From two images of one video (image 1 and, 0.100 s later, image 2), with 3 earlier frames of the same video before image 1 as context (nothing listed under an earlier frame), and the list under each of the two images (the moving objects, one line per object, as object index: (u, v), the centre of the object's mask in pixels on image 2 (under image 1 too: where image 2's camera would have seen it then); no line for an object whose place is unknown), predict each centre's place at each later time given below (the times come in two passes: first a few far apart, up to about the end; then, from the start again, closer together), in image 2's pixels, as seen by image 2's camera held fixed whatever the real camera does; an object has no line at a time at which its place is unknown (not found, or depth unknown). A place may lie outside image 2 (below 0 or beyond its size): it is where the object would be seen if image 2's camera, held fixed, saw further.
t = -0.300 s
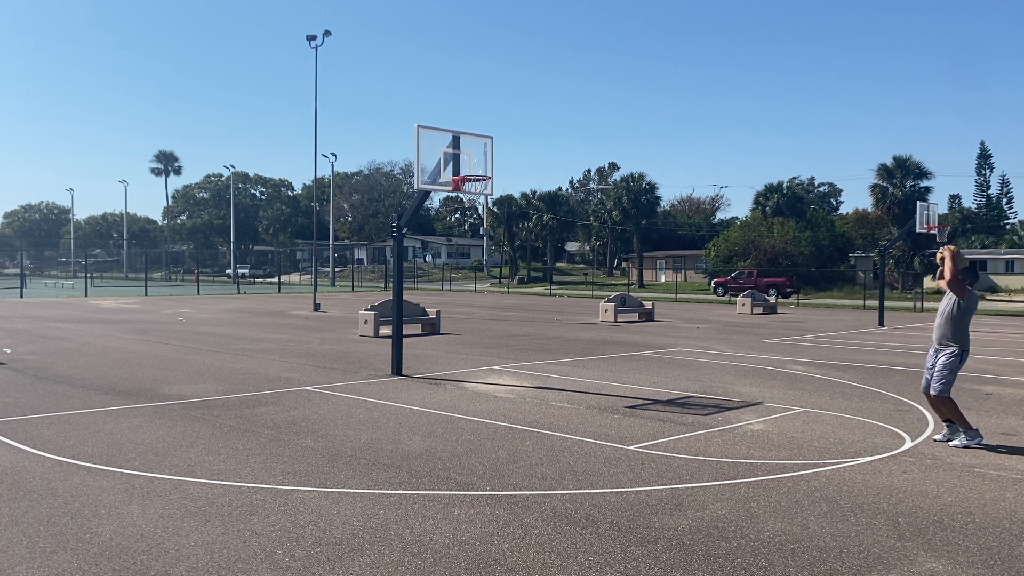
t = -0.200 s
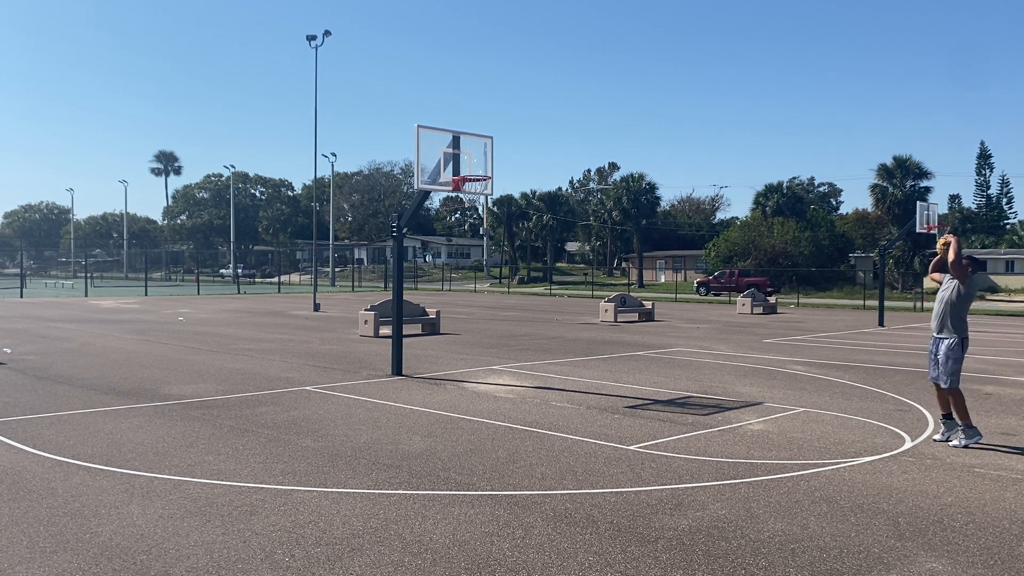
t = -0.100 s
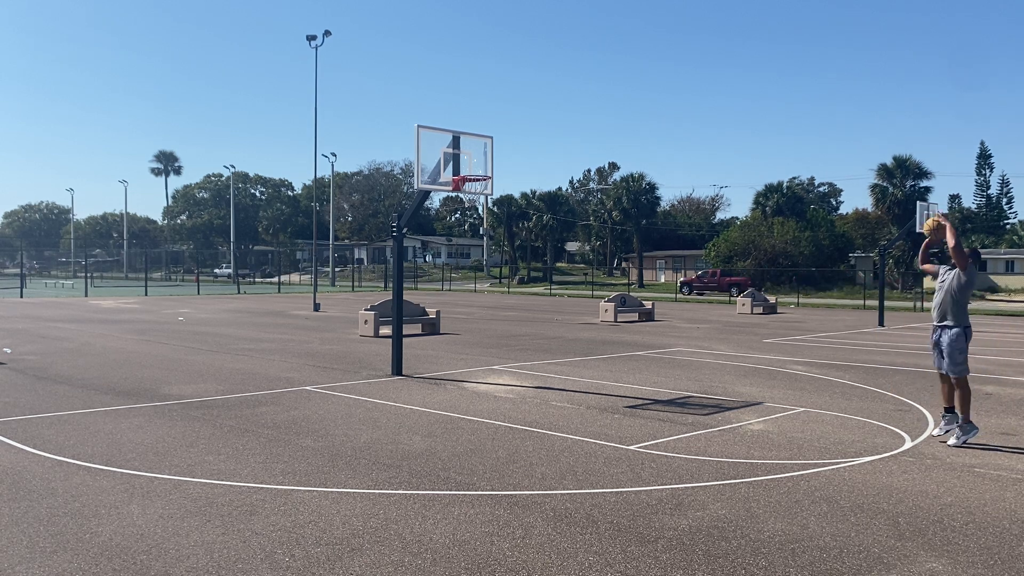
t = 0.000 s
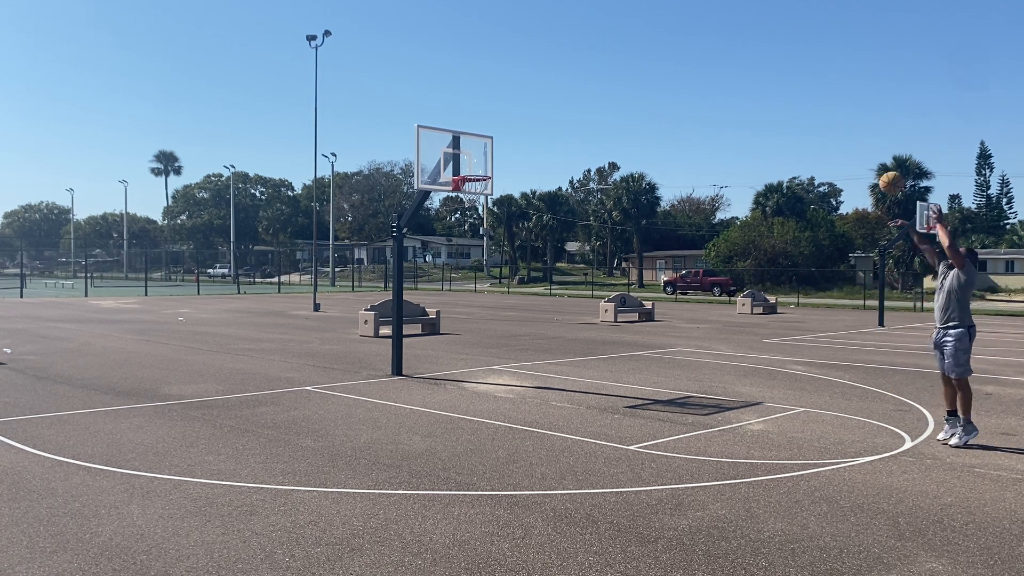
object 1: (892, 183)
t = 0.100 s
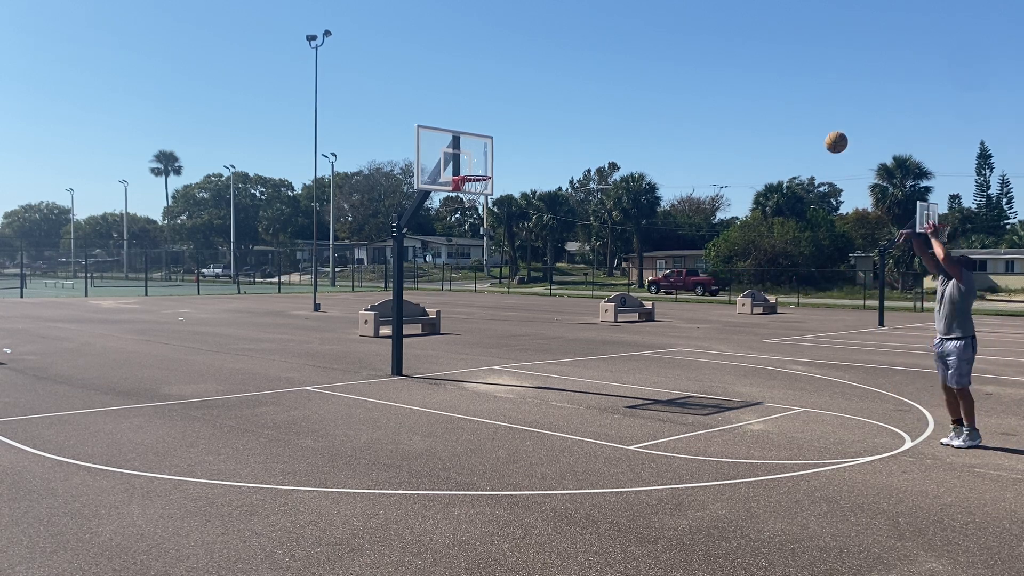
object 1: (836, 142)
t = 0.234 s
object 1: (768, 106)
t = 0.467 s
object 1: (662, 83)
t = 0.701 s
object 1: (571, 103)
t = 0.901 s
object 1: (502, 147)
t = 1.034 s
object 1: (467, 186)
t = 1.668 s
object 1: (538, 306)
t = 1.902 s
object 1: (573, 252)
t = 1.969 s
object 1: (583, 243)
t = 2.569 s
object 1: (672, 304)
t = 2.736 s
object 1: (696, 369)
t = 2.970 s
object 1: (727, 338)
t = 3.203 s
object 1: (759, 298)
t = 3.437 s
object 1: (790, 299)
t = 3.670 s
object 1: (820, 342)
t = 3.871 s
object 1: (846, 401)
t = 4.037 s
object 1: (867, 357)
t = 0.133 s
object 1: (818, 131)
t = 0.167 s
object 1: (801, 122)
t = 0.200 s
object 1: (784, 113)
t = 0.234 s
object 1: (768, 106)
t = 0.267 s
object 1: (752, 100)
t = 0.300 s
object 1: (736, 94)
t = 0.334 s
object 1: (720, 90)
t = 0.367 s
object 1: (705, 87)
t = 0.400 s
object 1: (691, 85)
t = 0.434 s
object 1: (676, 83)
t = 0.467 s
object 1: (662, 83)
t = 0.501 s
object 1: (648, 83)
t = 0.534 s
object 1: (634, 85)
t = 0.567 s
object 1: (621, 87)
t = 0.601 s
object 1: (608, 90)
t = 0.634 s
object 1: (595, 93)
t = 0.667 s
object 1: (583, 98)
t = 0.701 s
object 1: (571, 103)
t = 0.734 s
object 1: (559, 109)
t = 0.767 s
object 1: (547, 115)
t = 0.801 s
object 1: (535, 123)
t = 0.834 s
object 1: (524, 130)
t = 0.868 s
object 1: (513, 138)
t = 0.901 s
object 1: (502, 147)
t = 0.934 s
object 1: (491, 156)
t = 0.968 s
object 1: (481, 166)
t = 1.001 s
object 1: (471, 177)
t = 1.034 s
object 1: (467, 186)
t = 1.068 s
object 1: (472, 199)
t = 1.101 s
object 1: (474, 209)
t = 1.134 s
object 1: (478, 223)
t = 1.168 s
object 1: (481, 234)
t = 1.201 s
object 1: (484, 248)
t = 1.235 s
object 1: (488, 262)
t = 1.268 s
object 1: (492, 277)
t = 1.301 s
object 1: (495, 292)
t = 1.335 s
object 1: (498, 308)
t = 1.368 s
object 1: (500, 325)
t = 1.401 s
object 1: (503, 342)
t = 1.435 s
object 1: (506, 360)
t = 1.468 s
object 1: (508, 379)
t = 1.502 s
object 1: (513, 368)
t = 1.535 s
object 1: (518, 354)
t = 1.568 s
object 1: (523, 341)
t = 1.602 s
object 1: (528, 329)
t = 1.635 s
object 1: (533, 317)
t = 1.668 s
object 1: (538, 306)
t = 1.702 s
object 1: (543, 296)
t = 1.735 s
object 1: (548, 287)
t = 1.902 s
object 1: (573, 252)
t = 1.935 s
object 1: (578, 247)
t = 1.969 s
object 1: (583, 243)
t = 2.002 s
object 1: (588, 239)
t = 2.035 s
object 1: (593, 238)
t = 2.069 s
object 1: (598, 235)
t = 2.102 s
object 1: (603, 234)
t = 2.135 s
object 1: (608, 234)
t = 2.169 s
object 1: (613, 235)
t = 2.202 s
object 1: (618, 236)
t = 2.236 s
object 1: (623, 238)
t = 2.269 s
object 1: (628, 241)
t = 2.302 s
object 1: (633, 244)
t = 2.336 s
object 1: (638, 249)
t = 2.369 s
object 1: (642, 254)
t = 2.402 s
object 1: (647, 260)
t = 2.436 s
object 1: (652, 267)
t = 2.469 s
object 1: (657, 275)
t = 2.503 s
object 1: (662, 284)
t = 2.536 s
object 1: (667, 294)
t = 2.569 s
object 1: (672, 304)
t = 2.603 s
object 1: (677, 315)
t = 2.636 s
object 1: (682, 327)
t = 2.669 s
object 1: (687, 341)
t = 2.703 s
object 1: (691, 355)
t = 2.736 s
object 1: (696, 369)
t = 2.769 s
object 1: (701, 385)
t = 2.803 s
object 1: (705, 391)
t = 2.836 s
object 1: (710, 379)
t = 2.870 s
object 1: (714, 367)
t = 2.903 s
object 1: (719, 357)
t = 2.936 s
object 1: (723, 347)
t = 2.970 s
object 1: (727, 338)
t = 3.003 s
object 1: (732, 330)
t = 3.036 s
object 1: (737, 322)
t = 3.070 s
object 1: (741, 316)
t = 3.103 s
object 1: (745, 310)
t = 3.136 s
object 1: (750, 305)
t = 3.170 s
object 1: (755, 301)
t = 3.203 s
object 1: (759, 298)
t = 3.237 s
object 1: (763, 295)
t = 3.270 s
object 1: (768, 294)
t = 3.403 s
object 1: (785, 296)
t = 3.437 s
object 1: (790, 299)
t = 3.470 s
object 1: (794, 302)
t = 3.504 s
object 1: (799, 306)
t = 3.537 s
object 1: (803, 312)
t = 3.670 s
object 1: (820, 342)
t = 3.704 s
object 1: (825, 352)
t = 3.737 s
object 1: (829, 362)
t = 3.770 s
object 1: (834, 374)
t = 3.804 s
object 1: (837, 387)
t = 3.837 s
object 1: (842, 400)
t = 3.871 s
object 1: (846, 401)
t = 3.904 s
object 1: (850, 390)
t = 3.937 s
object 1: (854, 381)
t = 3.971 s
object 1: (859, 372)
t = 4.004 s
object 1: (863, 364)
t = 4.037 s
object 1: (867, 357)
